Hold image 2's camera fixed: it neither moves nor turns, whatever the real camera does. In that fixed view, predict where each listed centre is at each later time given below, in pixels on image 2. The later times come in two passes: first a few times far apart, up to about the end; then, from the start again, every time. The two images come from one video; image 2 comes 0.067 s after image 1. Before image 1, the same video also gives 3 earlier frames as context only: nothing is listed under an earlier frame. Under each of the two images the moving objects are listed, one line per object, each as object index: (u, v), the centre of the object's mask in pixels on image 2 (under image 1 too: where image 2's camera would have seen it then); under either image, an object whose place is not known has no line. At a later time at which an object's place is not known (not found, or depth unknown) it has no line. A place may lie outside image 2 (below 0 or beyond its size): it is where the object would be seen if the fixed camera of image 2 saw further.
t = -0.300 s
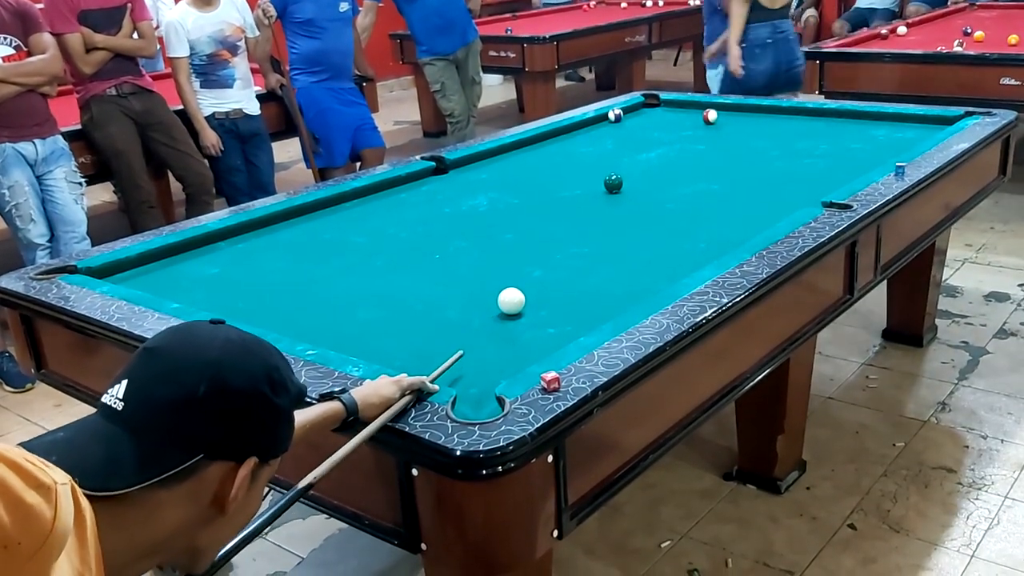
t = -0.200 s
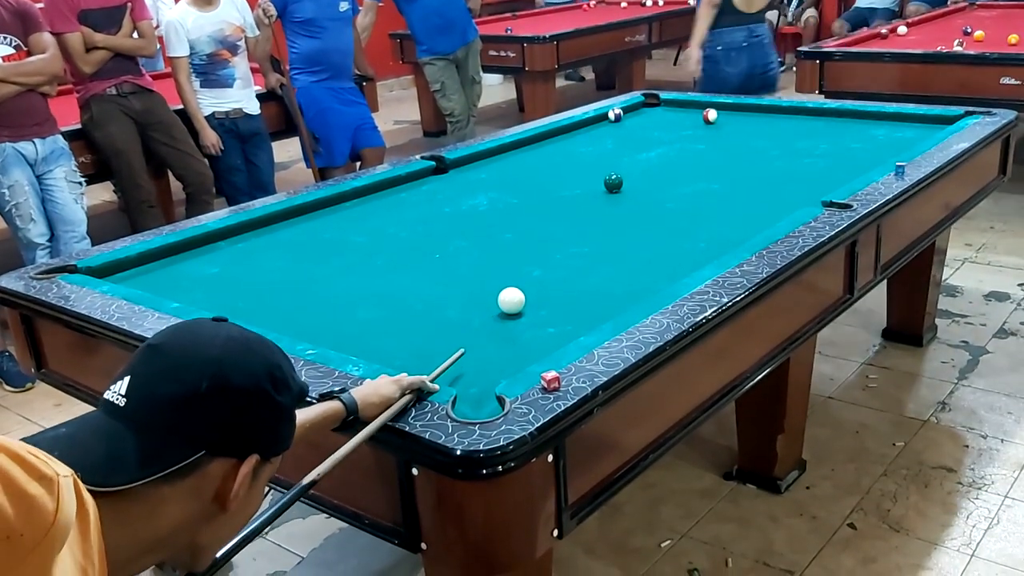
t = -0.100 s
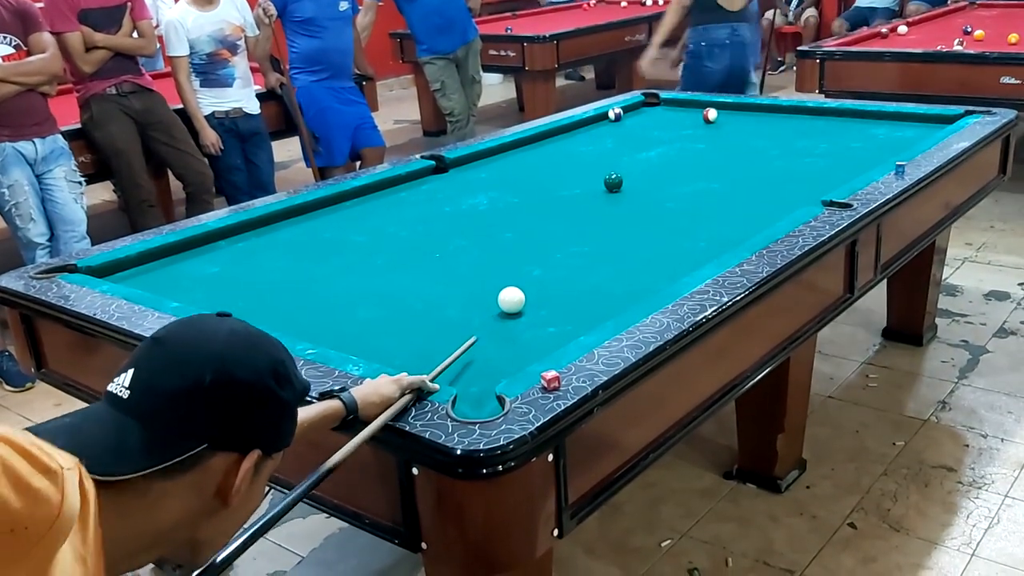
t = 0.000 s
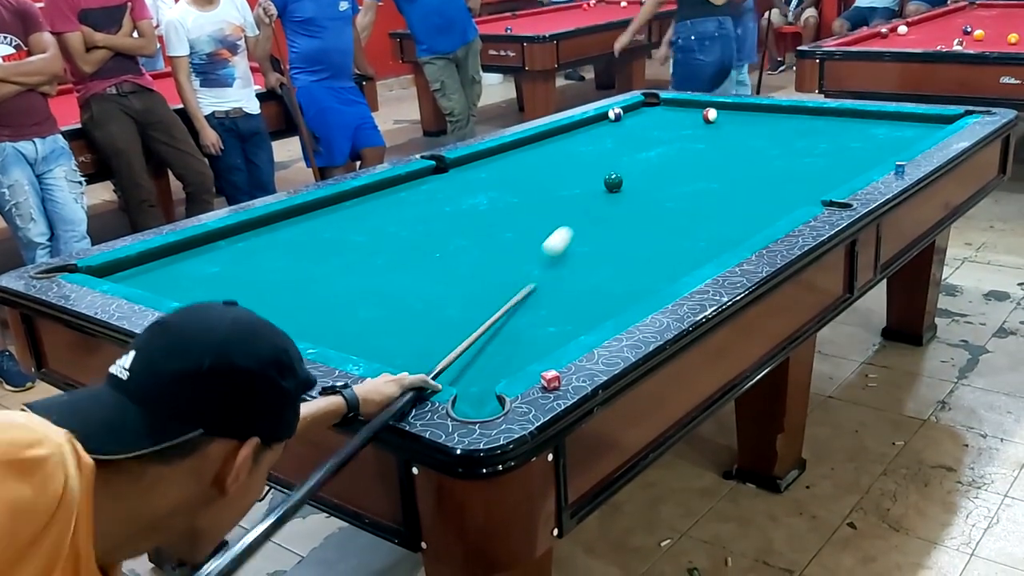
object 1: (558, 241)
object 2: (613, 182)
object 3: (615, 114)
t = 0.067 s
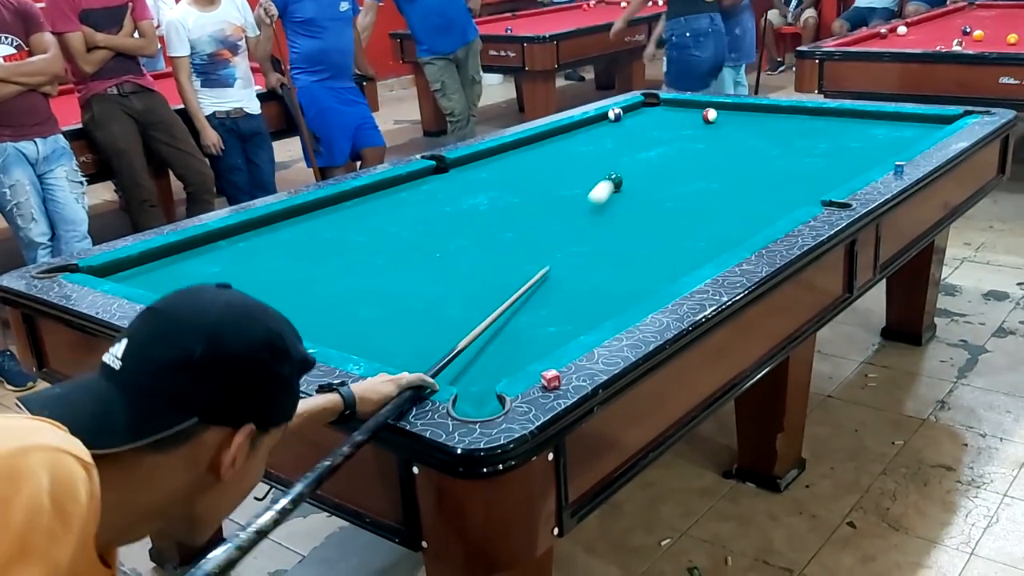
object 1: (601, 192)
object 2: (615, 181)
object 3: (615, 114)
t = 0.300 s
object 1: (633, 176)
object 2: (666, 106)
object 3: (615, 114)
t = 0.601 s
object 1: (663, 166)
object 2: (633, 124)
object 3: (551, 142)
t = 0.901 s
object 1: (689, 154)
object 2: (645, 147)
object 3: (453, 186)
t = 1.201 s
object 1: (709, 143)
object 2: (659, 175)
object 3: (319, 246)
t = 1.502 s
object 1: (726, 135)
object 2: (676, 209)
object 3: (236, 287)
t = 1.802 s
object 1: (739, 127)
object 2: (697, 252)
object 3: (380, 240)
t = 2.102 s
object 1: (750, 121)
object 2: (640, 278)
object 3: (491, 204)
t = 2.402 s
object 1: (759, 116)
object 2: (554, 292)
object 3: (576, 175)
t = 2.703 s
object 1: (766, 112)
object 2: (472, 306)
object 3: (647, 152)
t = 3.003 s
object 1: (771, 109)
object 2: (392, 321)
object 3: (705, 132)
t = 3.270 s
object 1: (772, 108)
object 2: (323, 333)
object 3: (750, 116)
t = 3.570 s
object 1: (775, 108)
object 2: (312, 325)
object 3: (760, 113)
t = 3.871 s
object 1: (776, 109)
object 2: (327, 310)
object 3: (752, 117)
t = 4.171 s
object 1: (775, 109)
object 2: (338, 299)
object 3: (747, 118)
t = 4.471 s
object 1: (775, 109)
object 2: (347, 289)
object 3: (743, 120)
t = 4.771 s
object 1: (774, 109)
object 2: (352, 284)
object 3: (741, 121)
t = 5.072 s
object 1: (774, 109)
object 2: (357, 280)
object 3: (740, 122)
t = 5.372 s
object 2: (360, 277)
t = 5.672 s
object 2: (360, 277)
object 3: (741, 122)
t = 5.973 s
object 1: (774, 108)
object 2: (360, 277)
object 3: (741, 122)
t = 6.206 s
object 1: (774, 109)
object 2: (360, 277)
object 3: (741, 122)
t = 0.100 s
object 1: (612, 179)
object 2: (622, 171)
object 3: (615, 114)
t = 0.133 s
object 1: (615, 173)
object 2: (630, 154)
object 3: (615, 114)
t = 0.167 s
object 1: (619, 171)
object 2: (639, 141)
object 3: (615, 114)
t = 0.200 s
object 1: (623, 171)
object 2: (647, 134)
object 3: (615, 114)
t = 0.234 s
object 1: (626, 176)
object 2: (654, 123)
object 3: (615, 114)
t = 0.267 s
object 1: (630, 179)
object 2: (661, 111)
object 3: (615, 114)
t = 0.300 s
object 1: (633, 176)
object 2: (666, 106)
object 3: (615, 114)
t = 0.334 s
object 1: (637, 177)
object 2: (661, 102)
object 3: (615, 114)
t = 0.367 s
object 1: (640, 176)
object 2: (640, 105)
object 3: (615, 114)
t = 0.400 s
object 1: (644, 175)
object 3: (614, 114)
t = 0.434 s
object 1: (647, 173)
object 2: (621, 113)
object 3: (603, 118)
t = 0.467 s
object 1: (651, 172)
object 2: (626, 114)
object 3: (593, 123)
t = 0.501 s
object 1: (654, 170)
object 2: (628, 117)
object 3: (583, 127)
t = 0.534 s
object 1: (657, 169)
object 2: (630, 119)
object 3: (572, 133)
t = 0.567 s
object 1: (660, 167)
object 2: (632, 122)
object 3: (562, 138)
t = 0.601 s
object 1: (663, 166)
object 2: (633, 124)
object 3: (551, 142)
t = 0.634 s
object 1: (666, 164)
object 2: (634, 127)
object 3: (541, 147)
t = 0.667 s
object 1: (669, 163)
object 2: (635, 129)
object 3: (531, 152)
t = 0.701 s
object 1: (672, 162)
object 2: (636, 132)
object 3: (520, 156)
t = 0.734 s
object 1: (675, 160)
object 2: (638, 134)
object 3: (510, 161)
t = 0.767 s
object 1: (678, 159)
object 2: (639, 137)
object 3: (499, 167)
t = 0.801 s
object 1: (681, 157)
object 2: (641, 139)
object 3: (488, 171)
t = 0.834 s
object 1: (683, 156)
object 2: (642, 142)
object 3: (476, 176)
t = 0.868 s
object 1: (686, 155)
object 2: (643, 144)
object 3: (465, 181)
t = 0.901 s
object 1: (689, 154)
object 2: (645, 147)
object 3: (453, 186)
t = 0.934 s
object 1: (691, 153)
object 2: (646, 150)
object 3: (440, 193)
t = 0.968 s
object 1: (694, 151)
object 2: (648, 153)
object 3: (427, 198)
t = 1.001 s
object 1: (696, 150)
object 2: (649, 156)
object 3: (413, 203)
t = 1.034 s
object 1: (698, 149)
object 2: (651, 159)
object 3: (398, 211)
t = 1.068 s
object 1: (700, 148)
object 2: (652, 162)
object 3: (385, 217)
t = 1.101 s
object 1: (703, 147)
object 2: (654, 165)
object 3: (368, 223)
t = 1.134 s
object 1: (705, 145)
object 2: (655, 169)
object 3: (353, 229)
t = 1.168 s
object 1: (707, 144)
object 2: (657, 171)
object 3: (337, 237)
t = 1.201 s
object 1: (709, 143)
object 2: (659, 175)
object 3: (319, 246)
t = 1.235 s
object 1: (711, 142)
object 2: (661, 178)
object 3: (301, 253)
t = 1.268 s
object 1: (713, 141)
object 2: (662, 182)
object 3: (283, 261)
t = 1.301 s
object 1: (715, 140)
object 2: (664, 185)
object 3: (263, 270)
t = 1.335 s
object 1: (717, 139)
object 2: (666, 189)
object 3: (243, 279)
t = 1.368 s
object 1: (719, 138)
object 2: (668, 193)
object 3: (220, 288)
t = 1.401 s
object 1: (721, 137)
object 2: (670, 197)
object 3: (200, 295)
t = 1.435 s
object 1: (723, 136)
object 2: (671, 200)
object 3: (192, 298)
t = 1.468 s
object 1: (724, 135)
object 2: (674, 205)
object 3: (214, 294)
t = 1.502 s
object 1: (726, 135)
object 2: (676, 209)
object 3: (236, 287)
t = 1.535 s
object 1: (727, 134)
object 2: (678, 213)
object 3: (254, 280)
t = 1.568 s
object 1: (729, 133)
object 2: (680, 218)
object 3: (273, 275)
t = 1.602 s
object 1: (731, 132)
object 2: (682, 222)
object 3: (289, 269)
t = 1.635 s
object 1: (732, 131)
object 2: (684, 227)
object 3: (306, 265)
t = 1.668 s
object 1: (734, 130)
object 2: (687, 231)
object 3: (316, 256)
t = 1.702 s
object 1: (735, 129)
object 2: (689, 236)
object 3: (337, 255)
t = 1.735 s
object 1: (737, 129)
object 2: (691, 241)
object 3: (352, 249)
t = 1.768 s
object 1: (738, 128)
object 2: (694, 247)
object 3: (366, 245)
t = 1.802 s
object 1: (739, 127)
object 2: (697, 252)
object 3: (380, 240)
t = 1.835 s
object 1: (741, 126)
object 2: (698, 256)
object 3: (394, 236)
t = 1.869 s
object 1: (742, 126)
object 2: (700, 259)
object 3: (407, 231)
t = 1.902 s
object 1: (743, 125)
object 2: (696, 262)
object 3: (420, 228)
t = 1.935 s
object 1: (745, 124)
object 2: (687, 265)
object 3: (433, 223)
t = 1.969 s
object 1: (746, 124)
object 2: (678, 268)
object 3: (445, 220)
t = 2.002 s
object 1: (747, 123)
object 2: (668, 271)
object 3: (457, 215)
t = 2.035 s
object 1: (748, 122)
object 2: (659, 274)
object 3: (468, 212)
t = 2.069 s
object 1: (749, 122)
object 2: (649, 276)
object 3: (479, 208)
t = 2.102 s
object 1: (750, 121)
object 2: (640, 278)
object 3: (491, 204)
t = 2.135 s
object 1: (751, 120)
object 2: (630, 279)
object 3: (501, 200)
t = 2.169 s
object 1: (752, 120)
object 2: (621, 281)
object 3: (512, 197)
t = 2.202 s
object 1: (754, 119)
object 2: (611, 282)
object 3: (521, 193)
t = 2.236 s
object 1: (755, 119)
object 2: (601, 283)
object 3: (532, 190)
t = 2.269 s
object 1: (756, 118)
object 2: (592, 285)
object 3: (540, 187)
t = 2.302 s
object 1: (756, 118)
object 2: (583, 288)
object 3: (551, 184)
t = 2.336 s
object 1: (757, 117)
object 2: (573, 289)
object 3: (559, 181)
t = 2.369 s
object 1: (758, 116)
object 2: (564, 291)
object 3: (569, 178)
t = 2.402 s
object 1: (759, 116)
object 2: (554, 292)
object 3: (576, 175)
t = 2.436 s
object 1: (760, 116)
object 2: (545, 294)
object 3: (586, 172)
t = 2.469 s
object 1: (760, 115)
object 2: (536, 295)
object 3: (594, 170)
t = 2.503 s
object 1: (761, 115)
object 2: (526, 297)
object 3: (602, 166)
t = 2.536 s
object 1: (762, 114)
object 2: (517, 298)
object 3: (610, 164)
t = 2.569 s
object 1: (763, 114)
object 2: (508, 300)
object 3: (618, 161)
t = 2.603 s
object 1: (764, 113)
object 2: (499, 302)
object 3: (626, 159)
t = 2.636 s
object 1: (765, 113)
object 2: (490, 304)
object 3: (633, 156)
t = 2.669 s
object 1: (765, 113)
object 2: (481, 305)
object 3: (641, 153)
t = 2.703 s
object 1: (766, 112)
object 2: (472, 306)
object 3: (647, 152)
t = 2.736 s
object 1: (767, 112)
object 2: (463, 308)
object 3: (655, 149)
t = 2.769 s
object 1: (767, 111)
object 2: (454, 310)
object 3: (662, 147)
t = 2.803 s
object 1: (768, 111)
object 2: (445, 311)
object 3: (668, 144)
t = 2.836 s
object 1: (769, 111)
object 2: (436, 312)
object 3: (675, 142)
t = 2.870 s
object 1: (769, 110)
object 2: (427, 314)
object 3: (681, 139)
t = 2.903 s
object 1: (770, 110)
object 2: (418, 316)
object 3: (688, 138)
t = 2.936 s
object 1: (770, 110)
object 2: (410, 318)
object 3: (694, 135)
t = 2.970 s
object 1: (771, 109)
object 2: (401, 319)
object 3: (700, 133)
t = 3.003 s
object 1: (771, 109)
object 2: (392, 321)
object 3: (705, 132)
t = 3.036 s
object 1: (772, 109)
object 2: (383, 322)
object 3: (711, 129)
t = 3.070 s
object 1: (773, 108)
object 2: (374, 324)
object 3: (718, 127)
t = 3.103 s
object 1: (773, 108)
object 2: (366, 326)
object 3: (723, 125)
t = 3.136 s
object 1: (774, 108)
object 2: (357, 327)
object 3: (729, 123)
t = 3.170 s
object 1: (774, 108)
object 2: (348, 330)
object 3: (733, 122)
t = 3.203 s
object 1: (773, 108)
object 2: (340, 330)
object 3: (739, 119)
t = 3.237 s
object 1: (773, 108)
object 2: (331, 332)
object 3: (745, 118)
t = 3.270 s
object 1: (772, 108)
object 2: (323, 333)
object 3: (750, 116)
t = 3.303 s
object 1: (772, 109)
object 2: (314, 333)
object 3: (755, 114)
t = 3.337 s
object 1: (772, 108)
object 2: (306, 333)
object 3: (758, 114)
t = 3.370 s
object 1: (774, 108)
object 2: (300, 332)
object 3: (763, 111)
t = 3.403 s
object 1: (775, 107)
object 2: (302, 331)
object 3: (764, 112)
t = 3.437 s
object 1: (774, 107)
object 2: (304, 330)
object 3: (764, 112)
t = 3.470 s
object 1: (773, 108)
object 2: (306, 329)
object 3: (762, 112)
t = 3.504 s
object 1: (774, 108)
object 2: (308, 328)
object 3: (761, 113)
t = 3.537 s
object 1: (774, 108)
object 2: (310, 327)
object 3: (760, 113)
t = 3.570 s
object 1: (775, 108)
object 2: (312, 325)
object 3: (760, 113)
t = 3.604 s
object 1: (775, 109)
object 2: (314, 323)
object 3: (759, 113)
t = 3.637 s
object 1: (775, 109)
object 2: (316, 321)
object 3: (758, 114)
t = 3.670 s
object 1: (775, 109)
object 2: (317, 319)
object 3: (757, 114)
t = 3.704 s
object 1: (775, 109)
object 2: (319, 318)
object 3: (756, 114)
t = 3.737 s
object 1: (776, 109)
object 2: (321, 316)
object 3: (756, 114)
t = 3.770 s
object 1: (776, 109)
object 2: (323, 315)
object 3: (755, 115)
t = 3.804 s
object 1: (776, 109)
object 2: (324, 313)
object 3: (754, 116)
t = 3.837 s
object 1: (776, 109)
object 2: (326, 311)
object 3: (753, 116)
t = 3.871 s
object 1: (776, 109)
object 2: (327, 310)
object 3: (752, 117)
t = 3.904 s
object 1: (776, 109)
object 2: (328, 308)
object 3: (751, 117)
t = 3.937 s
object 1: (776, 109)
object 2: (330, 307)
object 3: (751, 117)
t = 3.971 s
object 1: (776, 109)
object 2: (331, 305)
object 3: (751, 117)
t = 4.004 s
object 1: (776, 109)
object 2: (332, 304)
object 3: (750, 117)
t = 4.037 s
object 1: (776, 109)
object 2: (334, 303)
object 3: (749, 117)
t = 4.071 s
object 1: (775, 109)
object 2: (335, 301)
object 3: (749, 118)
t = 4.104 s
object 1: (775, 109)
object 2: (336, 300)
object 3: (748, 118)
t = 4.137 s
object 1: (775, 109)
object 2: (337, 299)
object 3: (748, 118)
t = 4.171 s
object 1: (775, 109)
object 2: (338, 299)
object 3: (747, 118)
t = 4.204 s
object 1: (775, 109)
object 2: (339, 297)
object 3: (747, 119)
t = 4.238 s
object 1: (775, 109)
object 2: (340, 296)
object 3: (746, 119)
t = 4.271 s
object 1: (775, 109)
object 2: (341, 295)
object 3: (746, 119)
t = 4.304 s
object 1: (775, 109)
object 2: (342, 294)
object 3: (745, 119)
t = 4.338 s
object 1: (775, 109)
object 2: (343, 293)
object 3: (745, 119)
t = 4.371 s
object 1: (775, 109)
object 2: (344, 292)
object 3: (744, 120)
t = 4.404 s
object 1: (775, 109)
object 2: (345, 291)
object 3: (744, 120)
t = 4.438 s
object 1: (775, 109)
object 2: (346, 290)
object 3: (743, 120)
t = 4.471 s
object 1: (775, 109)
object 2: (347, 289)
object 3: (743, 120)
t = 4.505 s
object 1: (775, 109)
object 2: (347, 289)
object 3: (743, 120)
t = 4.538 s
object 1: (774, 109)
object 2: (348, 288)
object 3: (742, 121)
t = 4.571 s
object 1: (774, 109)
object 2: (349, 288)
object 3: (742, 121)
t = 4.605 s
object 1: (774, 109)
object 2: (350, 287)
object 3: (742, 121)
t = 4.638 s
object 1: (775, 109)
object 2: (350, 286)
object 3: (742, 121)
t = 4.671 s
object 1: (774, 109)
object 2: (351, 285)
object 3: (742, 121)
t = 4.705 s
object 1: (774, 109)
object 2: (352, 285)
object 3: (741, 121)
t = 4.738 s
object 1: (774, 109)
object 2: (352, 284)
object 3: (741, 121)
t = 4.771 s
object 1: (774, 109)
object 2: (352, 284)
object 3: (741, 121)
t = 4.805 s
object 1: (774, 109)
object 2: (352, 284)
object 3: (741, 121)
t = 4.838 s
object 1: (774, 109)
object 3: (741, 122)
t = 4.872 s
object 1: (773, 109)
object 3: (741, 121)
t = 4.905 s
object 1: (774, 109)
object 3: (741, 121)
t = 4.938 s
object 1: (774, 109)
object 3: (740, 121)
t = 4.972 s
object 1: (774, 109)
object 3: (740, 122)
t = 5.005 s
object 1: (774, 109)
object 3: (741, 122)
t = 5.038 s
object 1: (774, 109)
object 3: (741, 122)
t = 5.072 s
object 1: (774, 109)
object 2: (357, 280)
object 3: (740, 122)
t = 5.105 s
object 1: (774, 109)
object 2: (357, 280)
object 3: (740, 122)
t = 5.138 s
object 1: (774, 109)
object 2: (358, 279)
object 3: (740, 122)
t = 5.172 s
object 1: (774, 109)
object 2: (358, 279)
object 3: (744, 121)
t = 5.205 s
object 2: (358, 279)
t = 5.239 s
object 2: (358, 278)
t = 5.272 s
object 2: (359, 278)
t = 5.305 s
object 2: (359, 278)
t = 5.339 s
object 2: (359, 277)
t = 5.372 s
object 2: (360, 277)
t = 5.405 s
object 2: (360, 277)
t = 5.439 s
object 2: (360, 277)
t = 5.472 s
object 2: (360, 277)
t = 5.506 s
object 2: (360, 277)
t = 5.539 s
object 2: (360, 277)
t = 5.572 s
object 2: (360, 277)
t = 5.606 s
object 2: (360, 277)
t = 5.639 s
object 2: (360, 277)
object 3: (741, 121)
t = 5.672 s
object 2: (360, 277)
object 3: (741, 122)
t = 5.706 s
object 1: (774, 109)
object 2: (360, 277)
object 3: (741, 122)
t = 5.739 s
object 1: (774, 109)
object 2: (360, 278)
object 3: (741, 122)
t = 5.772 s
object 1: (774, 109)
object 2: (360, 277)
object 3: (741, 122)
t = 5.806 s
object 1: (774, 109)
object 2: (360, 277)
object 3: (741, 122)
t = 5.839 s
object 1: (774, 109)
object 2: (360, 277)
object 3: (741, 121)
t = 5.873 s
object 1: (774, 109)
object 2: (360, 278)
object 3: (741, 122)
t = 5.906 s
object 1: (774, 109)
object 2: (360, 277)
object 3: (741, 122)
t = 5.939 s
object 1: (774, 109)
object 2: (360, 277)
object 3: (741, 121)
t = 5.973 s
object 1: (774, 108)
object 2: (360, 277)
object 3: (741, 122)
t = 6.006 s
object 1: (774, 109)
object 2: (360, 277)
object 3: (741, 121)
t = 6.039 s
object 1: (774, 109)
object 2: (360, 277)
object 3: (741, 121)
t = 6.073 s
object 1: (774, 109)
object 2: (360, 277)
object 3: (741, 122)
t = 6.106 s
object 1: (774, 109)
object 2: (360, 277)
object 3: (741, 122)
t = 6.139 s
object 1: (774, 109)
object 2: (360, 277)
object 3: (740, 122)
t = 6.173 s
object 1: (774, 109)
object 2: (360, 277)
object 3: (741, 122)
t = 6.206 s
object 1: (774, 109)
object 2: (360, 277)
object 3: (741, 122)
